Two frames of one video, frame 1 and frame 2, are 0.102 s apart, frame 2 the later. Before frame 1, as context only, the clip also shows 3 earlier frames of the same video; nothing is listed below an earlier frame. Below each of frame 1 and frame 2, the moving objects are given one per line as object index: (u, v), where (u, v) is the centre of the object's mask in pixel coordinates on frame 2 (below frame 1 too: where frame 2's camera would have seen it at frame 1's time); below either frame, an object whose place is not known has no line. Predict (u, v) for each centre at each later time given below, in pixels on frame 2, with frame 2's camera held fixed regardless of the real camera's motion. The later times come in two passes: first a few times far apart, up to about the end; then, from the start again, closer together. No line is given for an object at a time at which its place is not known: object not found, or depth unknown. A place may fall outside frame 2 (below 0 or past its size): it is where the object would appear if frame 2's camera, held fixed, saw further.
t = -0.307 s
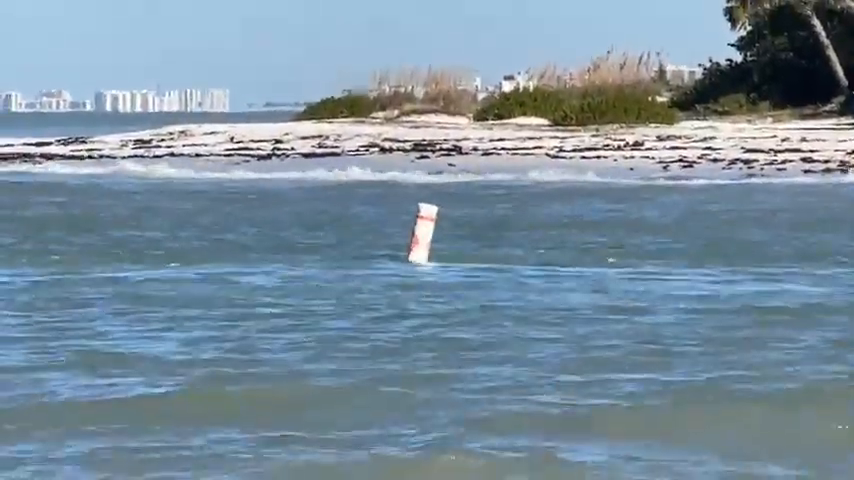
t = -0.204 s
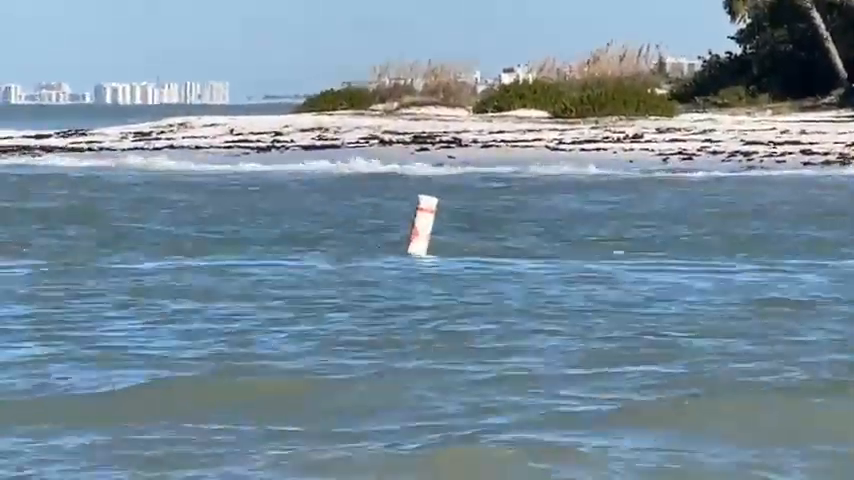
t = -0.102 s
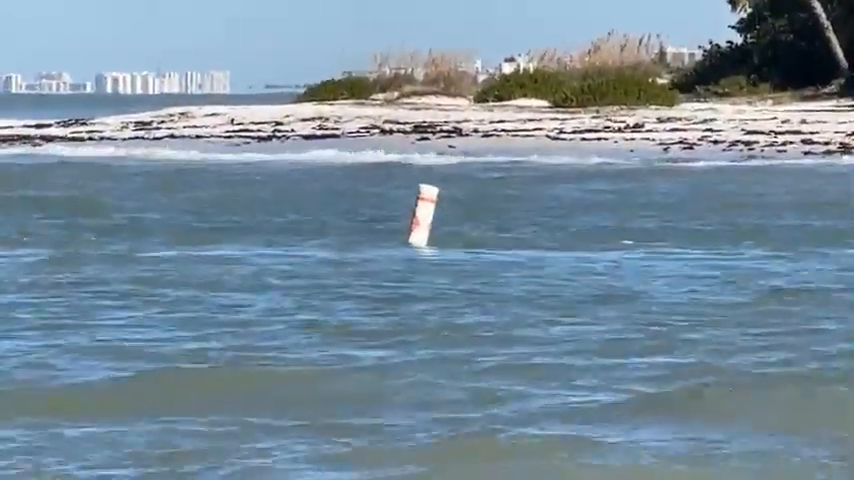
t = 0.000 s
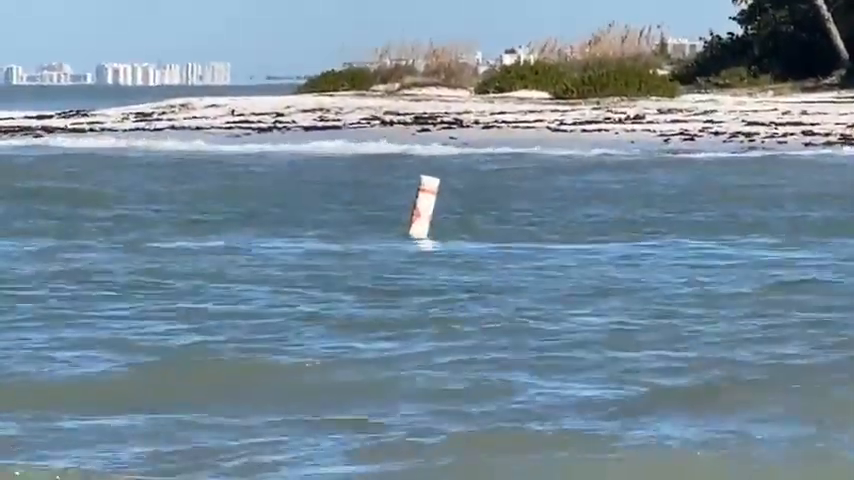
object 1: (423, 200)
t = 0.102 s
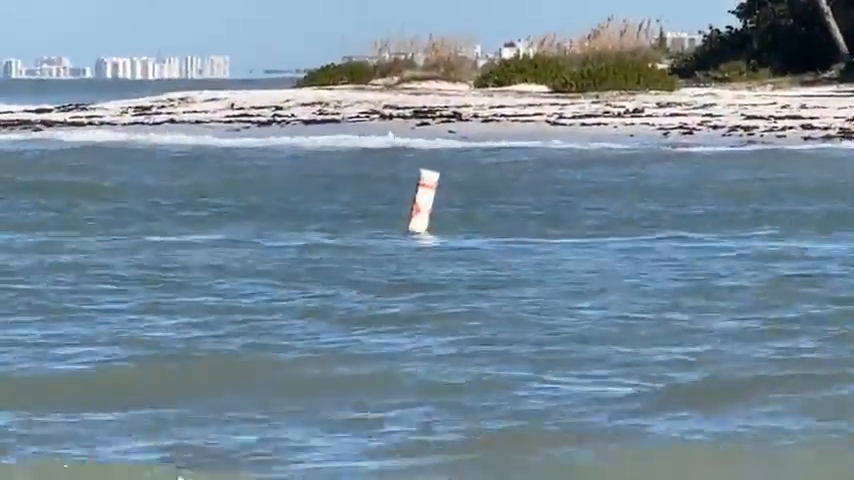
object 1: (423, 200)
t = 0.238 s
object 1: (424, 201)
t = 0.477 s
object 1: (428, 208)
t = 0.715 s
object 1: (434, 205)
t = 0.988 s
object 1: (437, 208)
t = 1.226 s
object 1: (440, 207)
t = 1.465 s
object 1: (440, 207)
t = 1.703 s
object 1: (437, 206)
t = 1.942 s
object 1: (434, 205)
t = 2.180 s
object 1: (431, 203)
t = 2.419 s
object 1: (431, 201)
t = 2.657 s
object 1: (432, 202)
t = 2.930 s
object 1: (435, 201)
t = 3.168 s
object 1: (438, 203)
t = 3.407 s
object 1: (439, 205)
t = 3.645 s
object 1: (437, 208)
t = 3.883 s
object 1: (430, 209)
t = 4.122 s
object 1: (427, 207)
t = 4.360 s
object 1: (430, 205)
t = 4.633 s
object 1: (431, 203)
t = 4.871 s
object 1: (429, 203)
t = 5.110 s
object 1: (429, 203)
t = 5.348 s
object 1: (430, 203)
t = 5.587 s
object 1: (433, 204)
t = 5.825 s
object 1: (437, 205)
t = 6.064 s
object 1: (440, 207)
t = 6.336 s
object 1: (444, 208)
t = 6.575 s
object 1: (445, 208)
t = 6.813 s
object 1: (445, 207)
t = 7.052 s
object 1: (442, 208)
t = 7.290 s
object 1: (438, 208)
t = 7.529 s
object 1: (433, 205)
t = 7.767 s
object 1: (427, 203)
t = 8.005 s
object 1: (425, 202)
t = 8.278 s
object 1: (425, 200)
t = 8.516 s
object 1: (426, 200)
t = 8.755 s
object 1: (430, 202)
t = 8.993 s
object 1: (433, 204)
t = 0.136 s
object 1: (423, 201)
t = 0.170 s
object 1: (423, 201)
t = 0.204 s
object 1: (424, 201)
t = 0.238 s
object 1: (424, 201)
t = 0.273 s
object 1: (424, 201)
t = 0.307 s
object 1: (424, 205)
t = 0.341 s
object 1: (425, 206)
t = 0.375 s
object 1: (425, 206)
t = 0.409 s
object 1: (426, 207)
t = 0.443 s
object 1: (427, 208)
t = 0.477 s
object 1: (428, 208)
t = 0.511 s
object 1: (429, 208)
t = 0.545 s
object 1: (430, 209)
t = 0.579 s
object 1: (430, 209)
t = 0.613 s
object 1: (431, 210)
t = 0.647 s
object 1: (432, 205)
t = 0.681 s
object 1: (433, 205)
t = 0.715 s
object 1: (434, 205)
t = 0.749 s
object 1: (434, 206)
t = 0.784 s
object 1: (434, 206)
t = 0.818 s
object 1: (436, 207)
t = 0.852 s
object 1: (436, 207)
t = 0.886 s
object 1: (437, 207)
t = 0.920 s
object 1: (437, 208)
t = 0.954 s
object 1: (437, 208)
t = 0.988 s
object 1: (437, 208)
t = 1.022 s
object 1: (438, 207)
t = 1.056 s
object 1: (438, 207)
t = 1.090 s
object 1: (438, 207)
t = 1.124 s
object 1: (439, 208)
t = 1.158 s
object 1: (439, 208)
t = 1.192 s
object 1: (439, 208)
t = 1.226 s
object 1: (440, 207)
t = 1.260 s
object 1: (440, 208)
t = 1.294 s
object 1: (440, 208)
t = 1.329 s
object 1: (441, 208)
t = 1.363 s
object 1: (440, 207)
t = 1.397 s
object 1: (440, 208)
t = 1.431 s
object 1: (440, 207)
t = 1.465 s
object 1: (440, 207)
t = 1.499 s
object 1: (439, 207)
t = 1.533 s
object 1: (439, 207)
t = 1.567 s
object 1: (439, 206)
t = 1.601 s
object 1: (438, 206)
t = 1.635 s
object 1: (438, 206)
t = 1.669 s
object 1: (437, 206)
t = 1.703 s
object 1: (437, 206)
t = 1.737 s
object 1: (437, 206)
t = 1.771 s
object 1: (436, 206)
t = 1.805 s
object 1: (436, 206)
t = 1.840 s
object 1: (435, 205)
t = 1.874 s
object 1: (435, 205)
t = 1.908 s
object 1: (435, 205)
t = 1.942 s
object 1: (434, 205)
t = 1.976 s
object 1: (434, 204)
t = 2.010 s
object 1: (433, 204)
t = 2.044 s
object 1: (433, 204)
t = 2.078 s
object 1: (432, 204)
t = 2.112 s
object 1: (432, 204)
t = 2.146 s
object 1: (431, 204)
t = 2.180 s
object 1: (431, 203)
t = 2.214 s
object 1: (431, 204)
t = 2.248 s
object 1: (431, 204)
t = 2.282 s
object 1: (431, 203)
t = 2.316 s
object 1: (430, 203)
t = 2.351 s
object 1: (430, 203)
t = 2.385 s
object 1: (431, 202)
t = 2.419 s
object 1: (431, 201)
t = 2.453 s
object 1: (431, 201)
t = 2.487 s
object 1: (432, 202)
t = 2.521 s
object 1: (432, 201)
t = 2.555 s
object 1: (432, 201)
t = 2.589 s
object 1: (432, 201)
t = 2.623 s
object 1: (432, 202)
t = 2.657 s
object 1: (432, 202)
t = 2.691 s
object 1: (433, 203)
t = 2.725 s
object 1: (433, 202)
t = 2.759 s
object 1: (434, 202)
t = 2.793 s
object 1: (434, 202)
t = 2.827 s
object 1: (434, 202)
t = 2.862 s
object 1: (434, 202)
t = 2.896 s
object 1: (435, 202)
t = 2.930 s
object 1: (435, 201)
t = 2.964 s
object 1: (435, 201)
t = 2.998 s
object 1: (436, 202)
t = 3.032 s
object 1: (436, 202)
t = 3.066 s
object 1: (437, 202)
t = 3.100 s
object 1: (437, 202)
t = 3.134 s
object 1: (438, 203)
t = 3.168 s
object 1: (438, 203)
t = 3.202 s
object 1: (438, 203)
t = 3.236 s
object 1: (438, 203)
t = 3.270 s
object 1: (438, 204)
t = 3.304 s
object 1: (439, 204)
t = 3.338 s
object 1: (439, 205)
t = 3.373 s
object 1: (440, 205)
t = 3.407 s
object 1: (439, 205)
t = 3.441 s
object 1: (439, 206)
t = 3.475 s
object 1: (439, 206)
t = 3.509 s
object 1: (438, 207)
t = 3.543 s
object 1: (438, 207)
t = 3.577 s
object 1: (438, 207)
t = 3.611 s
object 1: (437, 208)
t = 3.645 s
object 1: (437, 208)
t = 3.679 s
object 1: (436, 208)
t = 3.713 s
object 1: (435, 209)
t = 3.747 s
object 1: (434, 209)
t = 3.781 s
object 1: (434, 209)
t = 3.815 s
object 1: (433, 209)
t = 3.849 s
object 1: (432, 209)
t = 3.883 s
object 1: (430, 209)
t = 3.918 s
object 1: (430, 209)
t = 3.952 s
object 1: (429, 208)
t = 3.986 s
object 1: (429, 208)
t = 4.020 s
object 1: (428, 208)
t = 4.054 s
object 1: (428, 208)
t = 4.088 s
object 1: (428, 207)
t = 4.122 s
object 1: (427, 207)
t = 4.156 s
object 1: (428, 207)
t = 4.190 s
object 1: (428, 206)
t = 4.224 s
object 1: (428, 206)
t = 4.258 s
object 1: (428, 206)
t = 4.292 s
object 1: (429, 205)
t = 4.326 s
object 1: (429, 206)
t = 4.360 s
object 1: (430, 205)
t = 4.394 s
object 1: (430, 205)
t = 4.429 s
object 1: (430, 205)
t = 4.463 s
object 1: (431, 204)
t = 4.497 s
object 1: (431, 203)
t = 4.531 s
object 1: (431, 203)
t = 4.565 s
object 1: (431, 203)
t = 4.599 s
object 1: (431, 203)
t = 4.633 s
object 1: (431, 203)
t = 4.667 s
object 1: (431, 202)
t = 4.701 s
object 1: (431, 204)
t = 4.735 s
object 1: (430, 204)
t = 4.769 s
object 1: (430, 204)
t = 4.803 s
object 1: (429, 204)
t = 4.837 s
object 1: (429, 202)
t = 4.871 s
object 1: (429, 203)
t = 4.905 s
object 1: (429, 203)
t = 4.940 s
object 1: (429, 203)
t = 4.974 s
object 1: (429, 203)
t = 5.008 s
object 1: (429, 203)
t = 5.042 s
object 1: (429, 203)
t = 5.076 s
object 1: (429, 202)
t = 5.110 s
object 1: (429, 203)
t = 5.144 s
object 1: (429, 203)
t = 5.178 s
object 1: (429, 203)
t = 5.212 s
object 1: (429, 202)
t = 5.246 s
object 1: (430, 203)
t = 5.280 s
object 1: (430, 202)
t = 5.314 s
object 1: (430, 203)
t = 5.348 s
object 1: (430, 203)
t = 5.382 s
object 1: (430, 203)
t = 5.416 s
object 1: (431, 203)
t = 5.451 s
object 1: (431, 203)
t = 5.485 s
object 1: (431, 203)
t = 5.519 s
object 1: (432, 204)
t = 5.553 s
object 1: (432, 204)
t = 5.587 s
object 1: (433, 204)
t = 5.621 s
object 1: (433, 204)
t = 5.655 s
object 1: (434, 204)
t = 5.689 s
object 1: (435, 204)
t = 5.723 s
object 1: (435, 205)
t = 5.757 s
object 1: (436, 205)
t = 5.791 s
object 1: (436, 205)
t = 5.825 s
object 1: (437, 205)
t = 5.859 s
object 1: (437, 205)
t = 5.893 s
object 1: (438, 206)
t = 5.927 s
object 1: (439, 206)
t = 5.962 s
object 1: (439, 206)
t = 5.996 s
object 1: (440, 207)
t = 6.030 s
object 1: (440, 207)
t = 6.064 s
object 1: (440, 207)
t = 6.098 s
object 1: (441, 207)
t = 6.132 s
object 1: (442, 206)
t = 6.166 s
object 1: (442, 207)
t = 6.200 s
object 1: (442, 207)
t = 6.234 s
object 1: (443, 207)
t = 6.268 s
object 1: (443, 207)
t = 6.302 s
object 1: (444, 207)
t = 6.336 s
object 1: (444, 208)
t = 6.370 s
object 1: (445, 208)
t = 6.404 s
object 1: (445, 208)
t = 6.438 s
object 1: (445, 208)
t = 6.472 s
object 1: (445, 208)
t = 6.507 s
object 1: (445, 208)
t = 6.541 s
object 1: (445, 208)
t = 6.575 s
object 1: (445, 208)
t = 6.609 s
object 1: (445, 208)
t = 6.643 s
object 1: (445, 208)
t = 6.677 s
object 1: (445, 208)
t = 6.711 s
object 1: (445, 208)
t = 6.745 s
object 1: (445, 207)
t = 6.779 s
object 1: (445, 207)
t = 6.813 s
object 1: (445, 207)
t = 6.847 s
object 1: (444, 208)
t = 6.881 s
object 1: (444, 207)
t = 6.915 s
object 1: (443, 208)
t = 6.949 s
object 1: (443, 208)
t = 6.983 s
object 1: (443, 208)
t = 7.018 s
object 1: (442, 208)
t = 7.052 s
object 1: (442, 208)
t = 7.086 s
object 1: (442, 208)
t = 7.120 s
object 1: (441, 208)
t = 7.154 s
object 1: (441, 208)
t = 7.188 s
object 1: (440, 208)
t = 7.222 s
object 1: (440, 208)
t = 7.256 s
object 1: (438, 208)
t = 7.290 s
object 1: (438, 208)
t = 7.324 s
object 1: (437, 207)
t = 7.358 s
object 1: (437, 207)
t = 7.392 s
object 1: (436, 206)
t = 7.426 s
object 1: (435, 206)
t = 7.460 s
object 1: (435, 206)
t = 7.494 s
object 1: (434, 206)
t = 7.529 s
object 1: (433, 205)
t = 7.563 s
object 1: (432, 205)
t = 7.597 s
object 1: (430, 205)
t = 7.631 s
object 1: (430, 204)
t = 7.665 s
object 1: (429, 204)
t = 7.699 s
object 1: (428, 204)
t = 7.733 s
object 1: (428, 204)
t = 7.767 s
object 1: (427, 203)
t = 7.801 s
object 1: (426, 203)
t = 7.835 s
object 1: (426, 203)
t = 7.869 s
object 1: (426, 203)
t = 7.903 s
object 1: (425, 202)
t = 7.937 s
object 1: (425, 202)
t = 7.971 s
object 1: (425, 202)
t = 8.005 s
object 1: (425, 202)
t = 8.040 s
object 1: (425, 202)
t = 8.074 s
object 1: (425, 201)
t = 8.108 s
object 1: (425, 201)
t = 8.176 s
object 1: (425, 200)
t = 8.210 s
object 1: (425, 199)
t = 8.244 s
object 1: (425, 199)
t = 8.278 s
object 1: (425, 200)
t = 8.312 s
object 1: (425, 200)
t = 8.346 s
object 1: (425, 200)
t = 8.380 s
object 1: (426, 199)
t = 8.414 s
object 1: (426, 200)
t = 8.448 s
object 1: (426, 200)
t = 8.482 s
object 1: (426, 200)
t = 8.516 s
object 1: (426, 200)
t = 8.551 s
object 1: (427, 200)
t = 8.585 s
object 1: (428, 200)
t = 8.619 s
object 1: (428, 201)
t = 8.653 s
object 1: (428, 201)
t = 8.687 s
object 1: (428, 201)
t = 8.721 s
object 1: (429, 202)
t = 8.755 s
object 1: (430, 202)
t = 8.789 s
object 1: (430, 202)
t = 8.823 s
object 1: (431, 203)
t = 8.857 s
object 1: (432, 203)
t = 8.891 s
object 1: (432, 203)
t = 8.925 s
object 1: (433, 204)
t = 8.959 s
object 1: (433, 204)
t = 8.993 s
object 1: (433, 204)
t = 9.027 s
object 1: (433, 204)
